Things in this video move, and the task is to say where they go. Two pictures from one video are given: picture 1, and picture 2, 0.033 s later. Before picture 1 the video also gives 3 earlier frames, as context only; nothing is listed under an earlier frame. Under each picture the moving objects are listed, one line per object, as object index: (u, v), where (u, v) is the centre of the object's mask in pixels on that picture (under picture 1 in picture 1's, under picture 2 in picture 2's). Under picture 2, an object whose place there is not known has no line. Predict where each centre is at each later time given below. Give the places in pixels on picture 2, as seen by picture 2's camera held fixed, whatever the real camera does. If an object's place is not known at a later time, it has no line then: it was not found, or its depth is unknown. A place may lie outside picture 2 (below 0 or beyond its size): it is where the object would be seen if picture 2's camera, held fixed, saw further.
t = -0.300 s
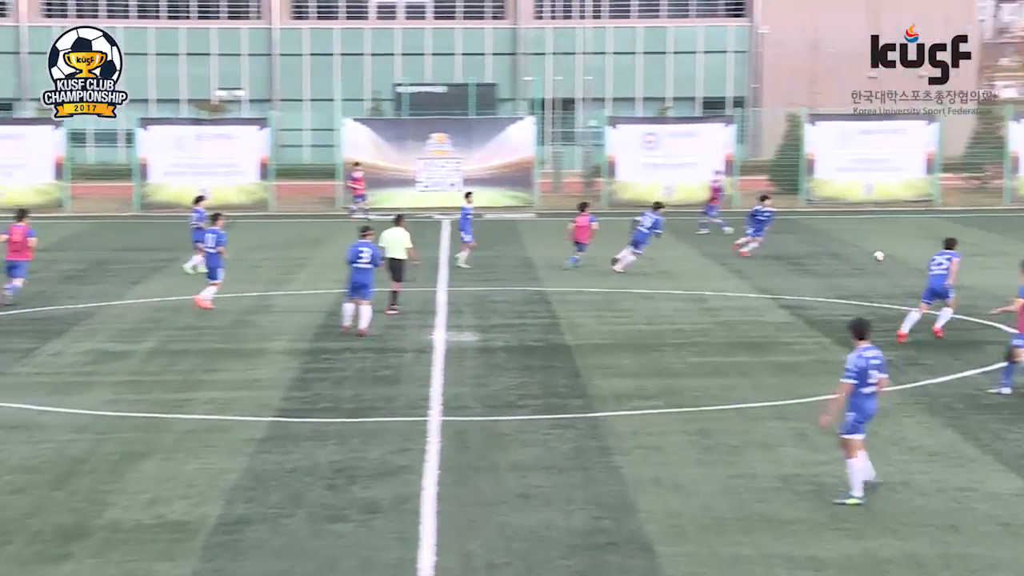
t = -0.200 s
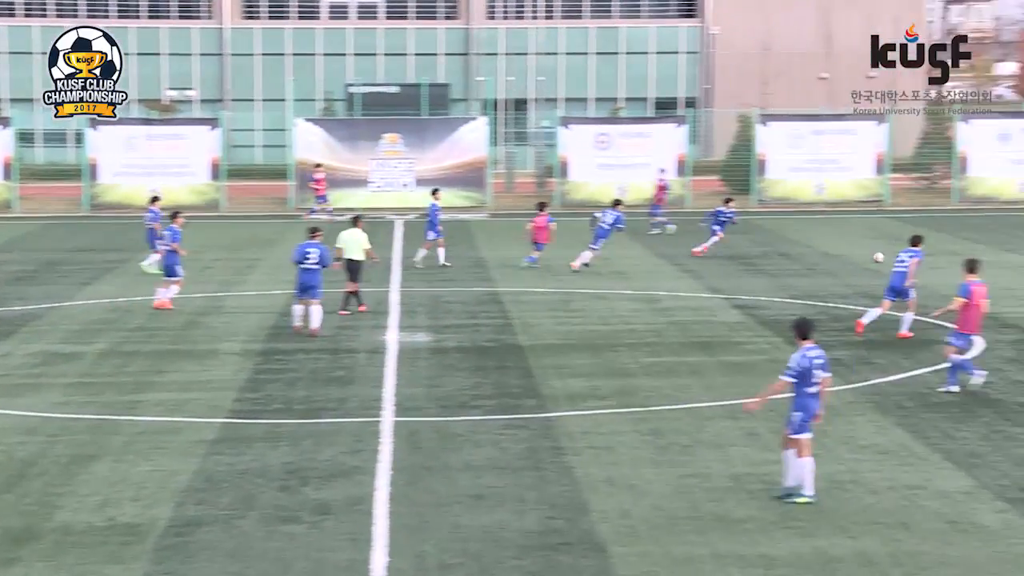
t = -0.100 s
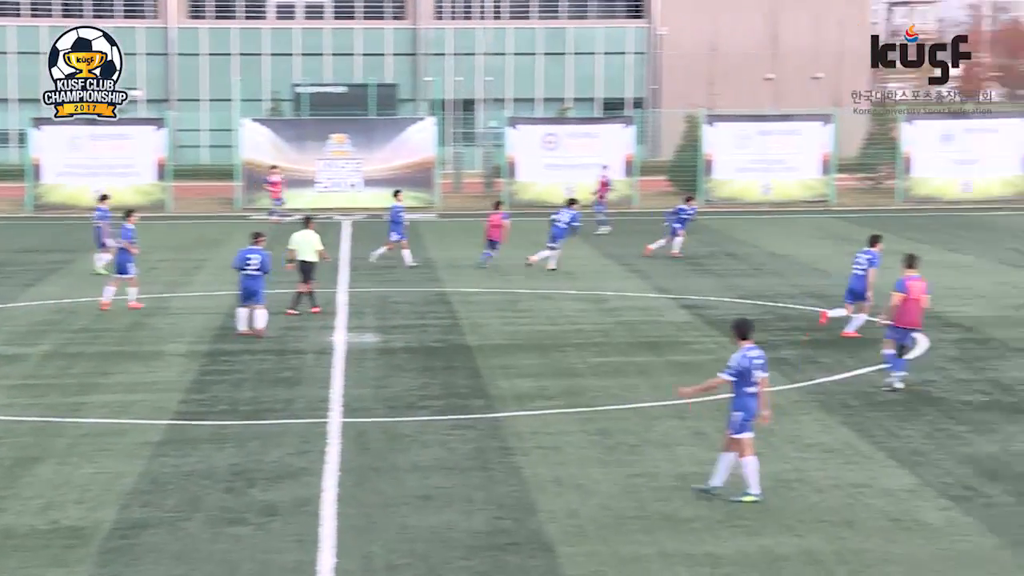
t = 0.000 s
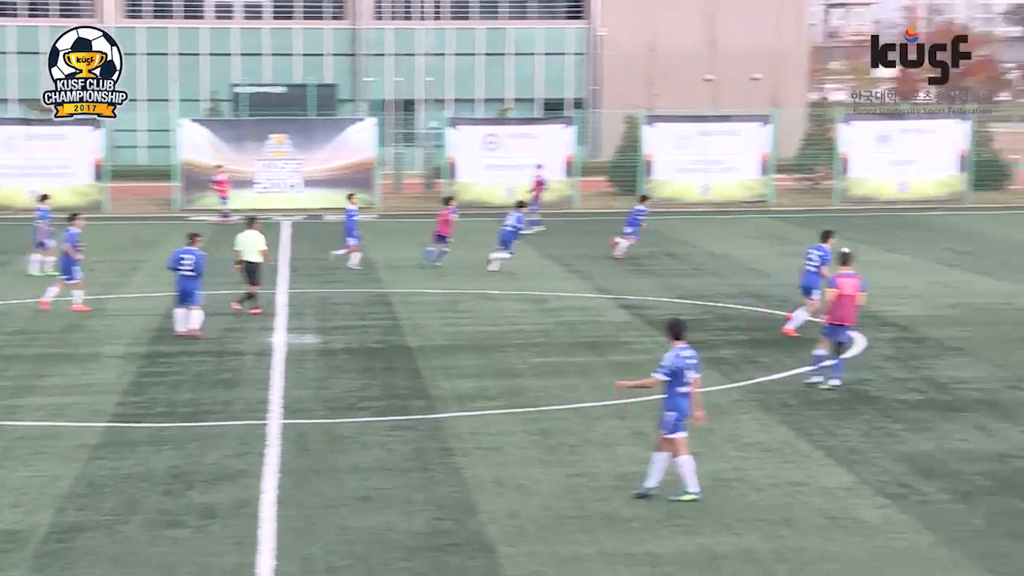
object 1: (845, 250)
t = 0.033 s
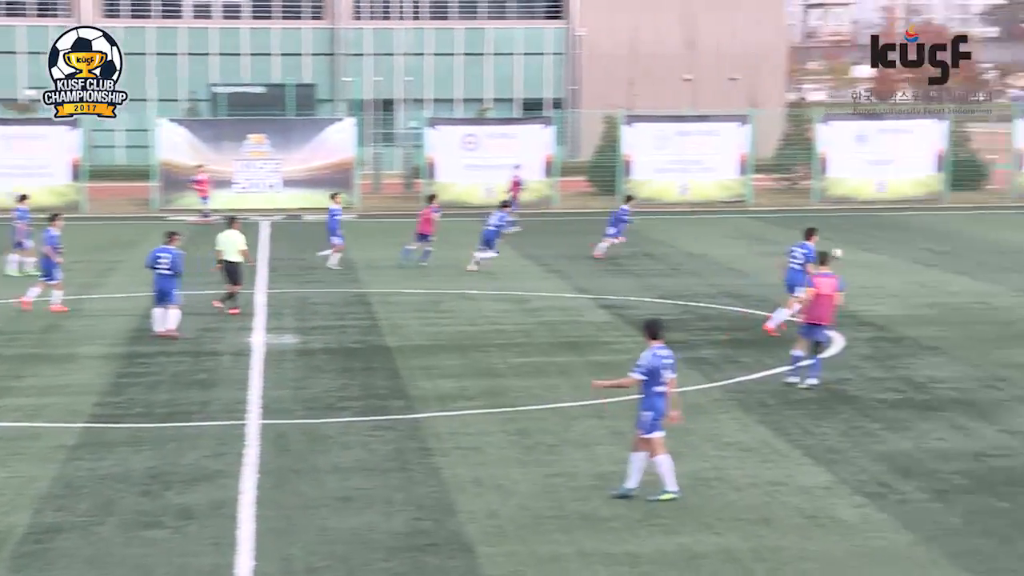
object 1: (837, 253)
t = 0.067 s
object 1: (845, 254)
